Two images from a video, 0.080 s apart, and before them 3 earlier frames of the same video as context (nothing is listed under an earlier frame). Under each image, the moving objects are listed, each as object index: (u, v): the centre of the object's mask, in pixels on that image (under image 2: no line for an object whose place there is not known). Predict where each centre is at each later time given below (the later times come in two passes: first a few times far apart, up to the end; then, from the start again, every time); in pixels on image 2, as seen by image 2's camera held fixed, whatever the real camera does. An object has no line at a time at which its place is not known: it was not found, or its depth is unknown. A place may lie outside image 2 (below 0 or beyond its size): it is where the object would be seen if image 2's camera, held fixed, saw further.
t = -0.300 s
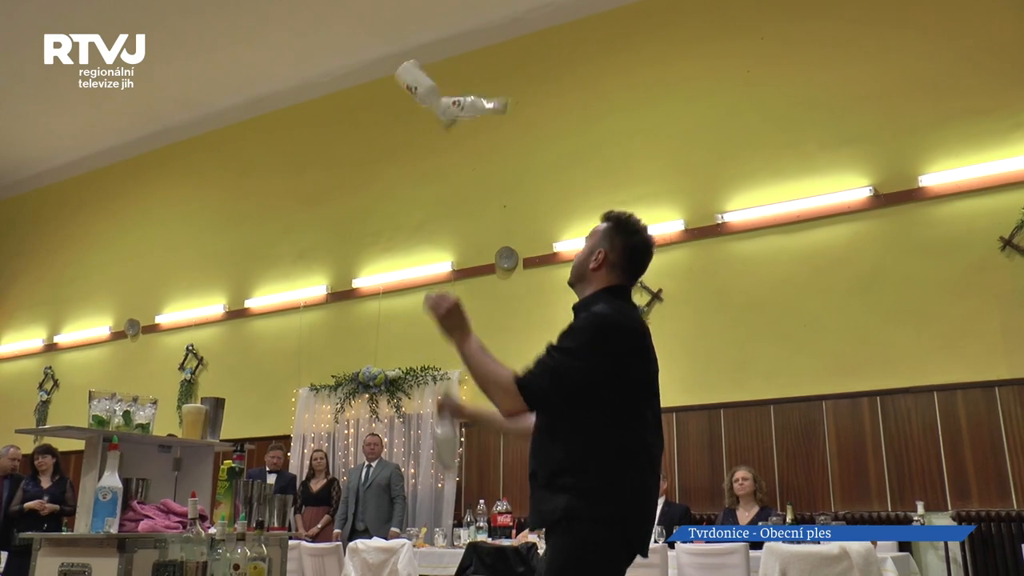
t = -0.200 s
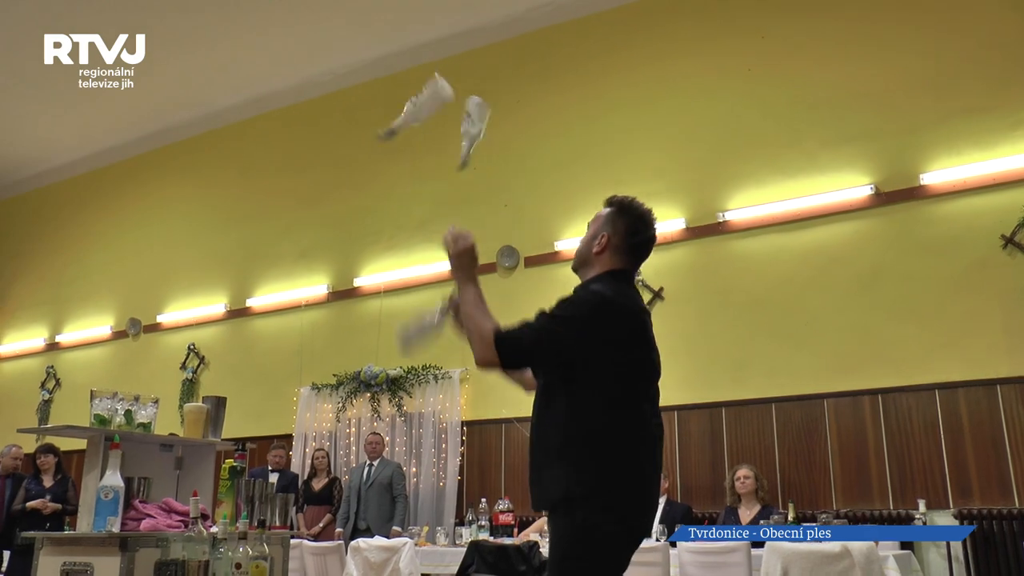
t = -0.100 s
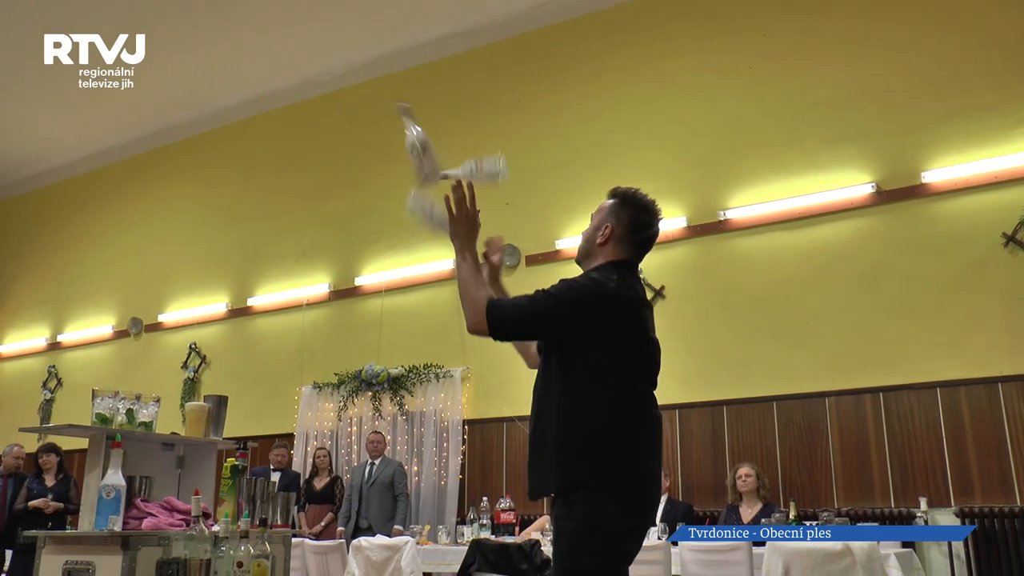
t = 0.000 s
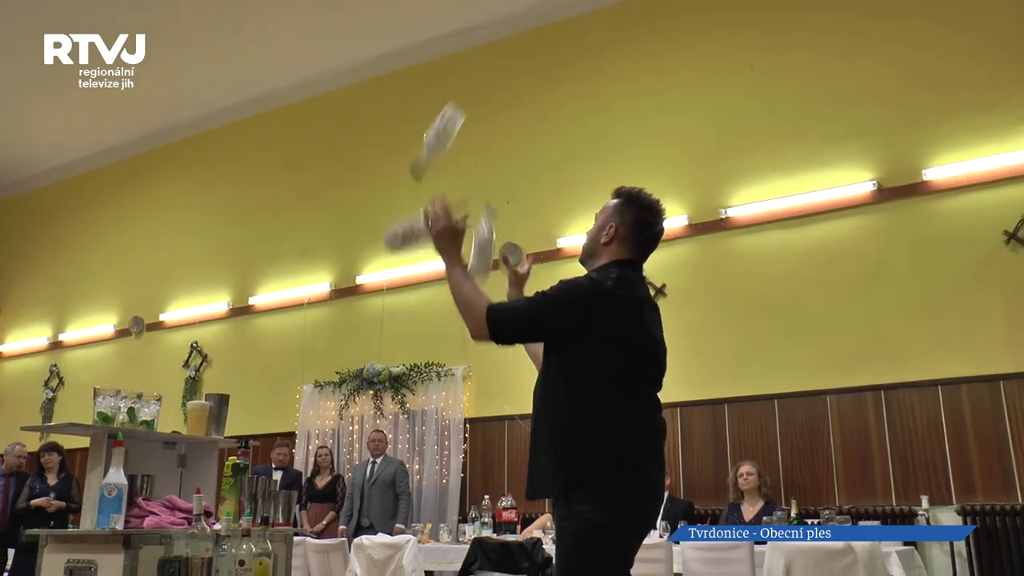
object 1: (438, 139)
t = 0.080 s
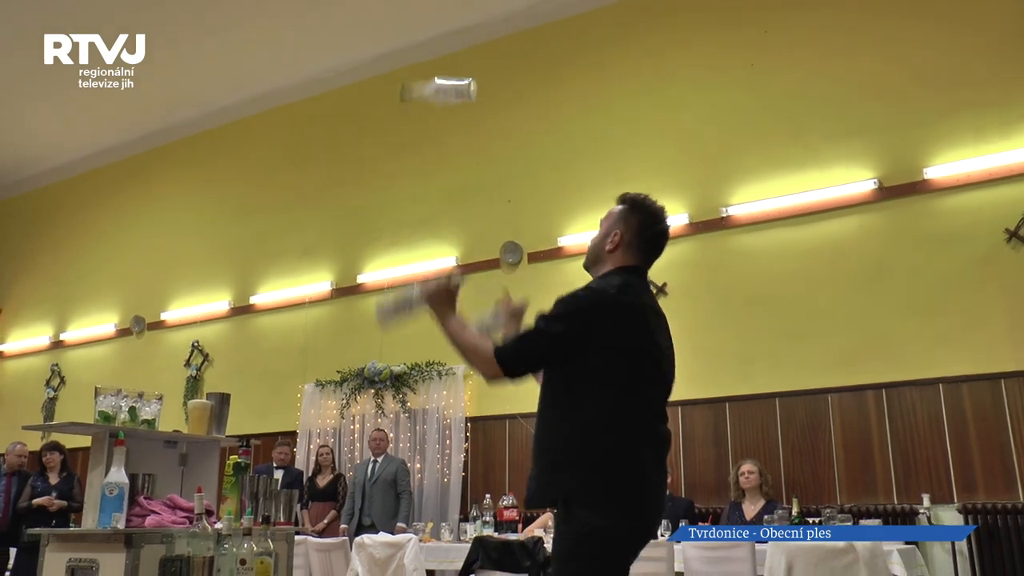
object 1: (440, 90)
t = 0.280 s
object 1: (459, 49)
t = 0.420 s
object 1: (462, 81)
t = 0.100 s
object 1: (442, 81)
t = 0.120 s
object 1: (444, 72)
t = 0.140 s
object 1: (446, 66)
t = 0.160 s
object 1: (448, 61)
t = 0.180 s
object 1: (449, 55)
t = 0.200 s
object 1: (451, 53)
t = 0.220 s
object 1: (454, 51)
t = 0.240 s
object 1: (455, 49)
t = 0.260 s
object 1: (459, 47)
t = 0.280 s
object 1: (459, 49)
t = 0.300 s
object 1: (460, 52)
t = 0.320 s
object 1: (461, 55)
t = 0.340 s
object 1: (461, 59)
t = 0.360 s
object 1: (460, 63)
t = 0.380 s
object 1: (460, 69)
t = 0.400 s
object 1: (460, 75)
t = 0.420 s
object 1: (462, 81)
